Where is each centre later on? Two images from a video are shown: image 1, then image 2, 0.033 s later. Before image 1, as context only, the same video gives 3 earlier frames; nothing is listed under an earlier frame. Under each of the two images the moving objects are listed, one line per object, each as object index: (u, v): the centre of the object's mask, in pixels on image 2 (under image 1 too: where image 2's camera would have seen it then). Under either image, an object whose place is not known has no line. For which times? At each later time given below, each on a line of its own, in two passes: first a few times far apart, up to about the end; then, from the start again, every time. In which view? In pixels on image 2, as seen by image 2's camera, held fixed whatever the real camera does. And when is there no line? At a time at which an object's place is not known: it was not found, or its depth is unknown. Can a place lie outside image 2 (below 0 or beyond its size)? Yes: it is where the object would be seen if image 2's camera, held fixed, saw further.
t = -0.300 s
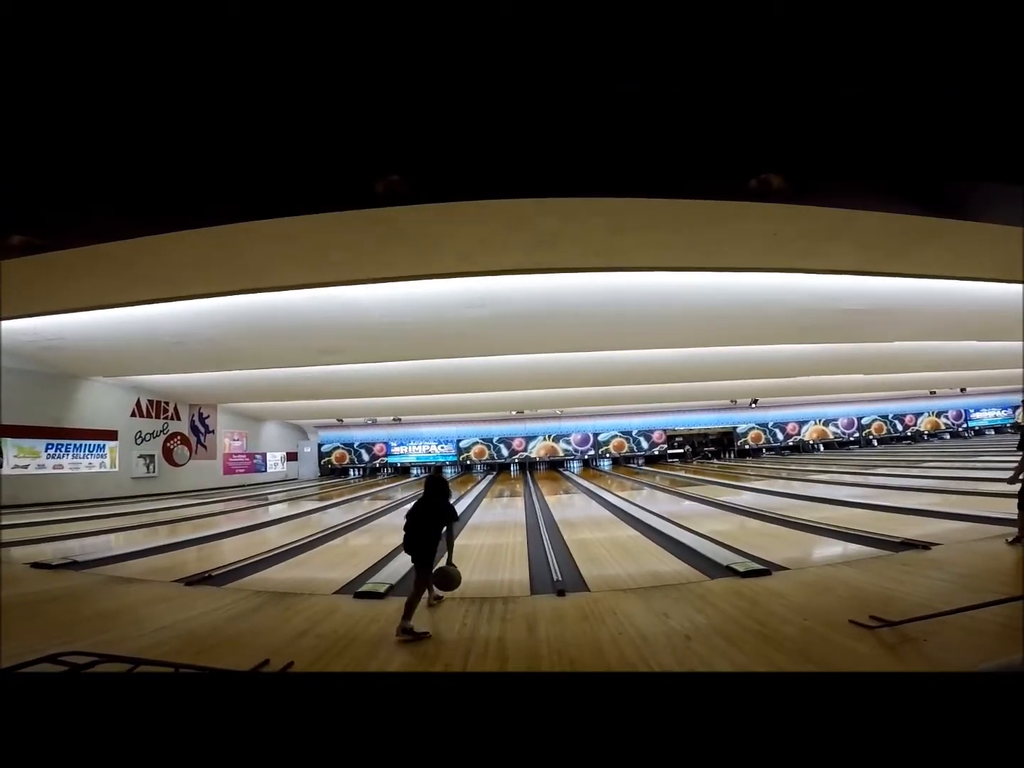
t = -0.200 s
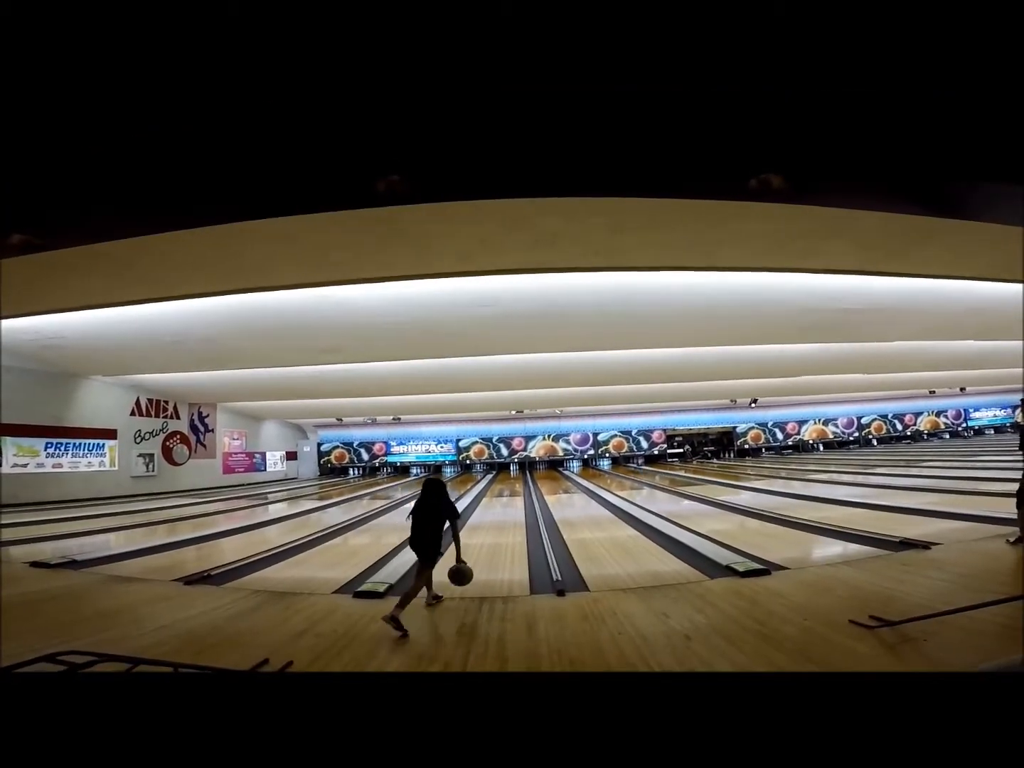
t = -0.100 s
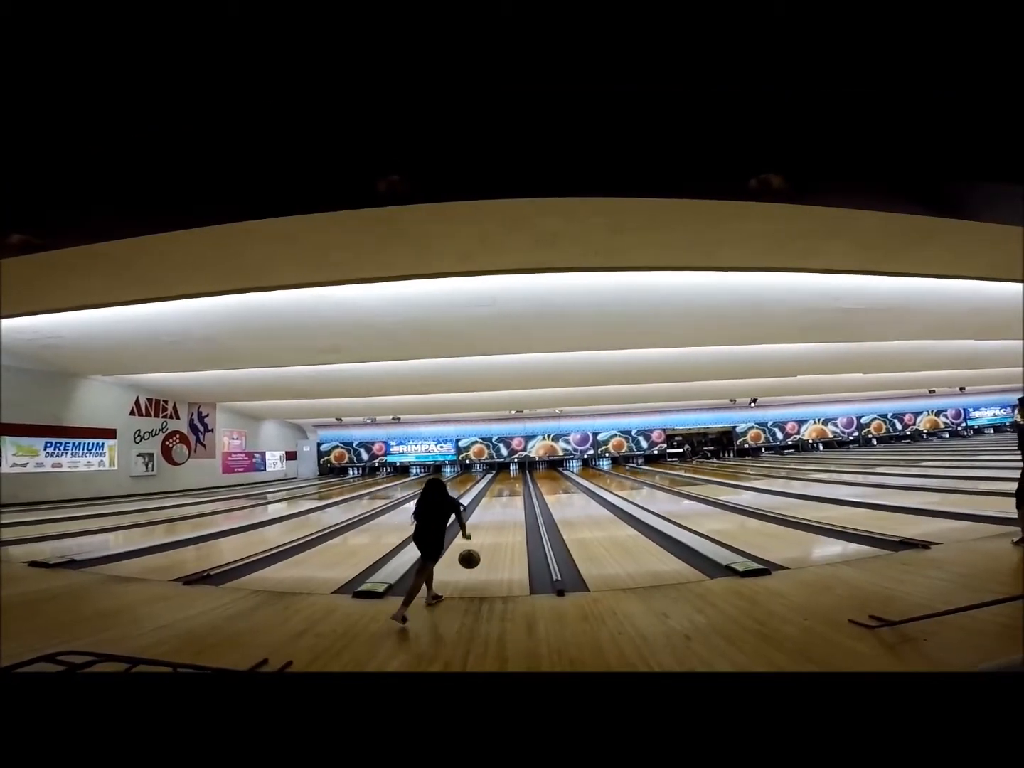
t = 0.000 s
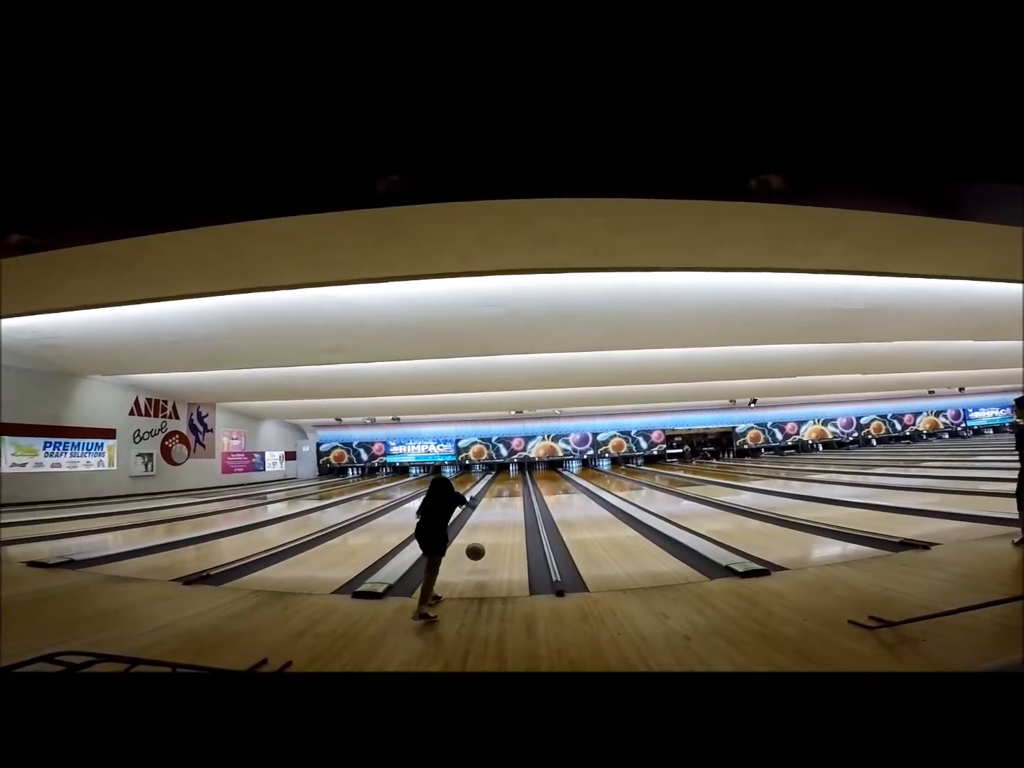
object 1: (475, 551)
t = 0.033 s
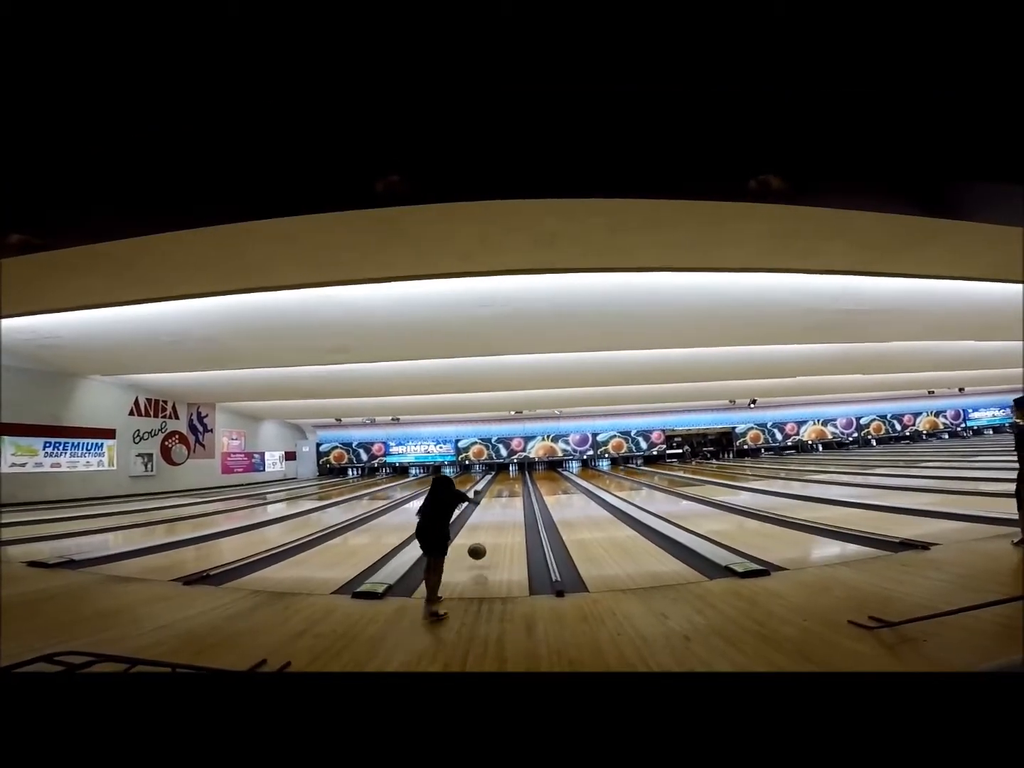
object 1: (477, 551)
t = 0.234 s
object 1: (485, 538)
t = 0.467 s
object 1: (491, 522)
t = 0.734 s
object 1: (495, 510)
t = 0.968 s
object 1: (498, 502)
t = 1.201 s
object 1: (499, 495)
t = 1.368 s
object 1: (500, 492)
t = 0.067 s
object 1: (479, 551)
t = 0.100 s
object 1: (480, 550)
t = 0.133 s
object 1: (482, 545)
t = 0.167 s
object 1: (483, 542)
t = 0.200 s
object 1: (484, 539)
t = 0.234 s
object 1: (485, 538)
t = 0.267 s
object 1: (486, 535)
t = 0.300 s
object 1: (487, 533)
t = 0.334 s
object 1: (486, 533)
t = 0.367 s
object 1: (489, 528)
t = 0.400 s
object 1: (490, 527)
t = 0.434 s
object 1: (491, 524)
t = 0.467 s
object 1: (491, 522)
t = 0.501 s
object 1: (492, 520)
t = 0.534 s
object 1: (493, 519)
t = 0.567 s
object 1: (493, 517)
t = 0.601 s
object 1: (493, 516)
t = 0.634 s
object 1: (494, 514)
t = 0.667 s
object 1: (494, 513)
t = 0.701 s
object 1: (495, 511)
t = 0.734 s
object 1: (495, 510)
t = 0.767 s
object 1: (496, 509)
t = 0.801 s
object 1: (496, 507)
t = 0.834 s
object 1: (497, 506)
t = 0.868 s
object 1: (497, 505)
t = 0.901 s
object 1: (497, 504)
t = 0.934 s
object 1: (497, 503)
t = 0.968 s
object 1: (498, 502)
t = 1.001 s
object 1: (498, 501)
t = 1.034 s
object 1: (498, 499)
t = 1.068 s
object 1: (498, 499)
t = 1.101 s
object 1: (498, 498)
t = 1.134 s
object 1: (499, 497)
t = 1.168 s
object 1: (499, 496)
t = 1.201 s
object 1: (499, 495)
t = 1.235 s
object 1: (500, 494)
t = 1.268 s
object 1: (499, 494)
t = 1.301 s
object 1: (500, 492)
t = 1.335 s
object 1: (501, 492)
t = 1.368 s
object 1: (500, 492)
